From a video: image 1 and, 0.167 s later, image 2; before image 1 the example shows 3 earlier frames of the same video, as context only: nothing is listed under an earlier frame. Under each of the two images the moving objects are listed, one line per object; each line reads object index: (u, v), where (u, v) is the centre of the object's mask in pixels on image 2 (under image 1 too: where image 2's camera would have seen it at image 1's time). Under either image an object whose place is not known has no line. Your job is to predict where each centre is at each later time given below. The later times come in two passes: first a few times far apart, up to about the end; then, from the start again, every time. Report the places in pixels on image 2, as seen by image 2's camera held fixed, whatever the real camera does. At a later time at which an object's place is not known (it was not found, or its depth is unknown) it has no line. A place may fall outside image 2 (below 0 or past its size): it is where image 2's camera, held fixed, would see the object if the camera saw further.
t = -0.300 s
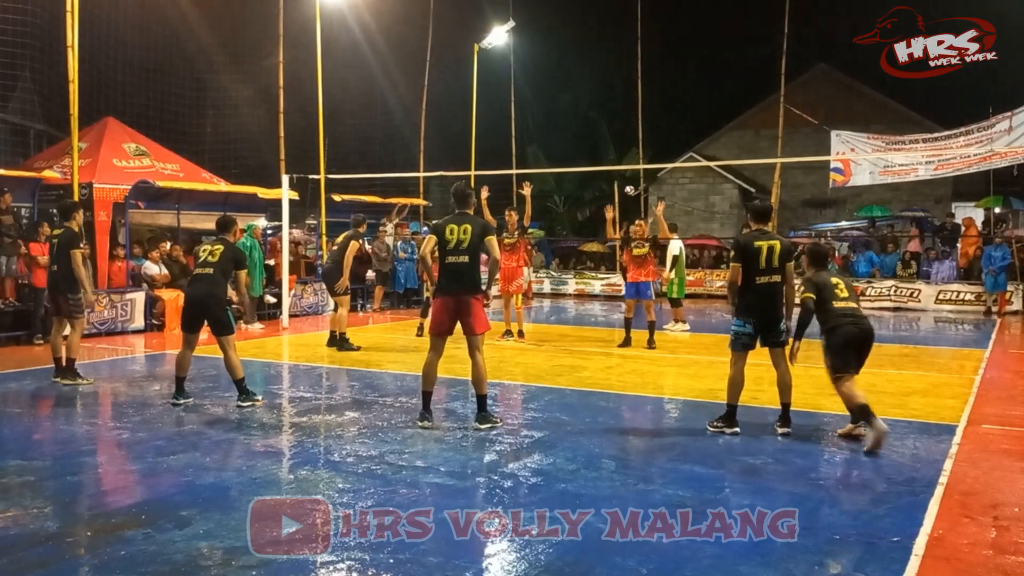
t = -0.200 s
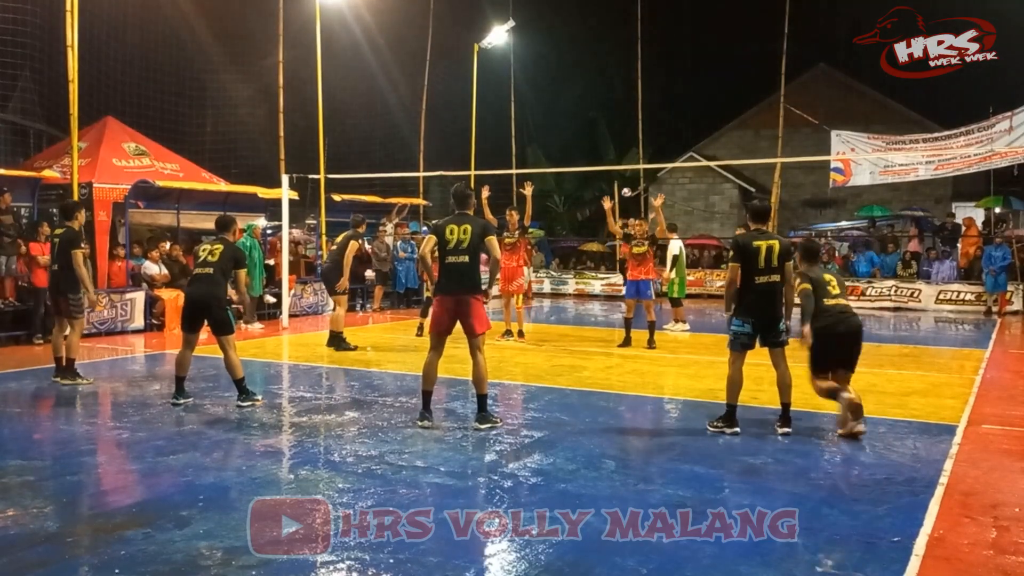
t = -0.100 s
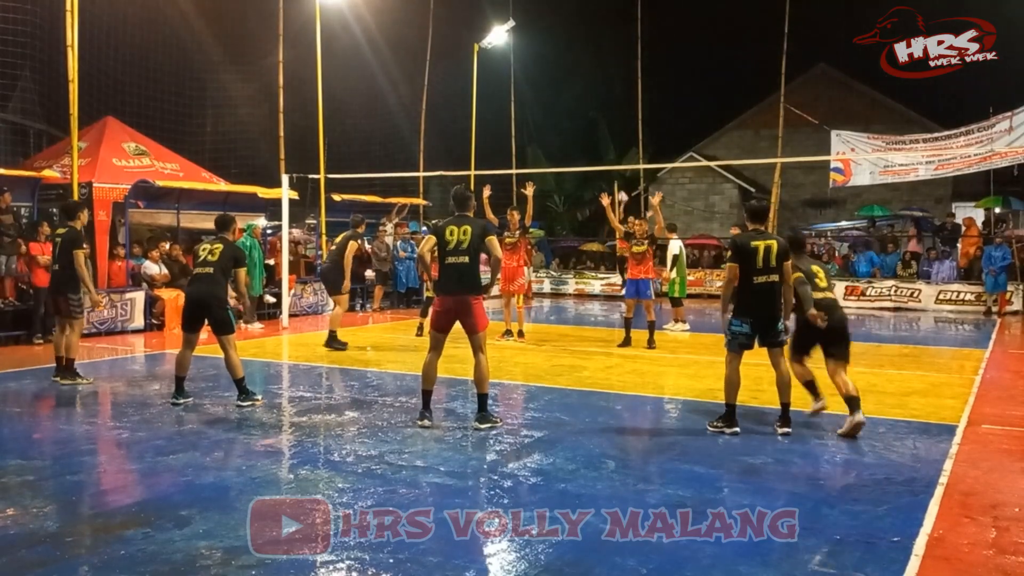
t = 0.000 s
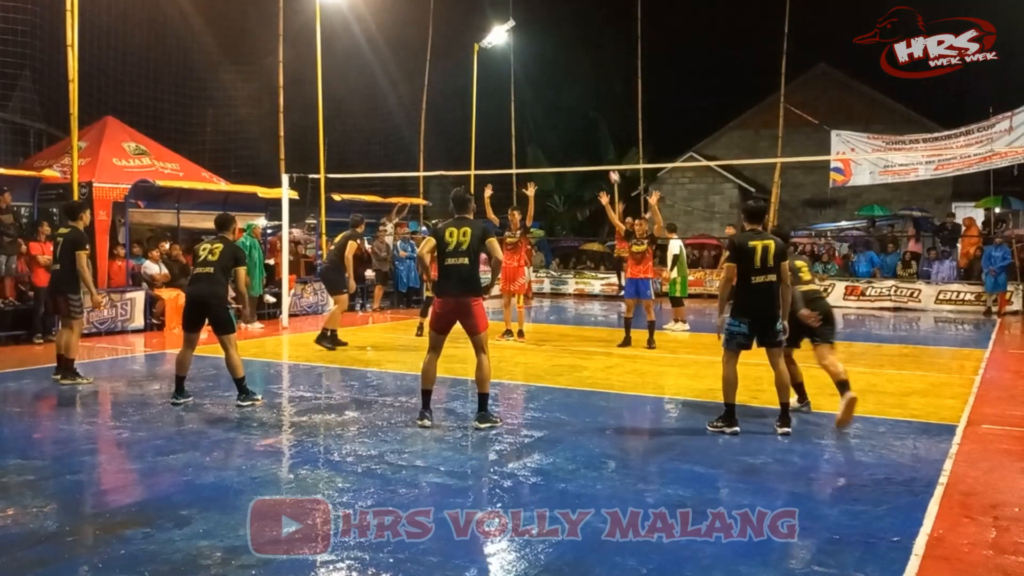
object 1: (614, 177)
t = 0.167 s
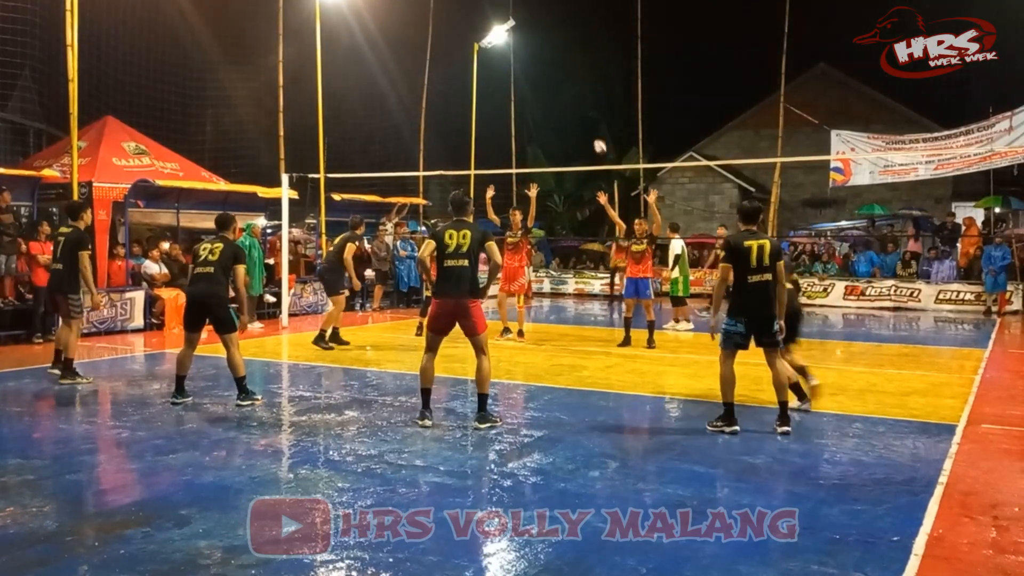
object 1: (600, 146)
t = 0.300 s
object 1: (587, 128)
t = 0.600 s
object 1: (550, 117)
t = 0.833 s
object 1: (513, 154)
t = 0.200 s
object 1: (597, 141)
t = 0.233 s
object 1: (594, 136)
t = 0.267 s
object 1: (591, 132)
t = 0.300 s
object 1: (587, 128)
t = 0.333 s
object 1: (584, 125)
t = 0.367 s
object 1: (580, 122)
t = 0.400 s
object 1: (576, 119)
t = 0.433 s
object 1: (572, 117)
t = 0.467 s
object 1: (568, 116)
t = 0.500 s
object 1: (564, 115)
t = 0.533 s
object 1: (560, 115)
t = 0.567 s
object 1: (555, 115)
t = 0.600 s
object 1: (550, 117)
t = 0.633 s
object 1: (546, 119)
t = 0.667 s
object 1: (540, 122)
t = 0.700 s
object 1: (535, 126)
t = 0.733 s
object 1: (530, 131)
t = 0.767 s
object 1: (525, 137)
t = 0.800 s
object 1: (519, 145)
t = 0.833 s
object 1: (513, 154)
